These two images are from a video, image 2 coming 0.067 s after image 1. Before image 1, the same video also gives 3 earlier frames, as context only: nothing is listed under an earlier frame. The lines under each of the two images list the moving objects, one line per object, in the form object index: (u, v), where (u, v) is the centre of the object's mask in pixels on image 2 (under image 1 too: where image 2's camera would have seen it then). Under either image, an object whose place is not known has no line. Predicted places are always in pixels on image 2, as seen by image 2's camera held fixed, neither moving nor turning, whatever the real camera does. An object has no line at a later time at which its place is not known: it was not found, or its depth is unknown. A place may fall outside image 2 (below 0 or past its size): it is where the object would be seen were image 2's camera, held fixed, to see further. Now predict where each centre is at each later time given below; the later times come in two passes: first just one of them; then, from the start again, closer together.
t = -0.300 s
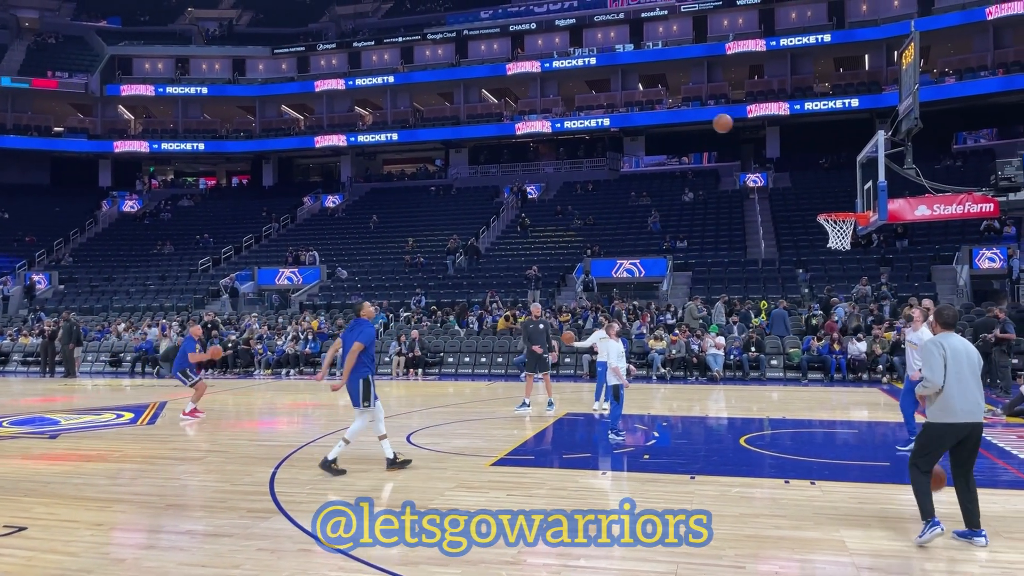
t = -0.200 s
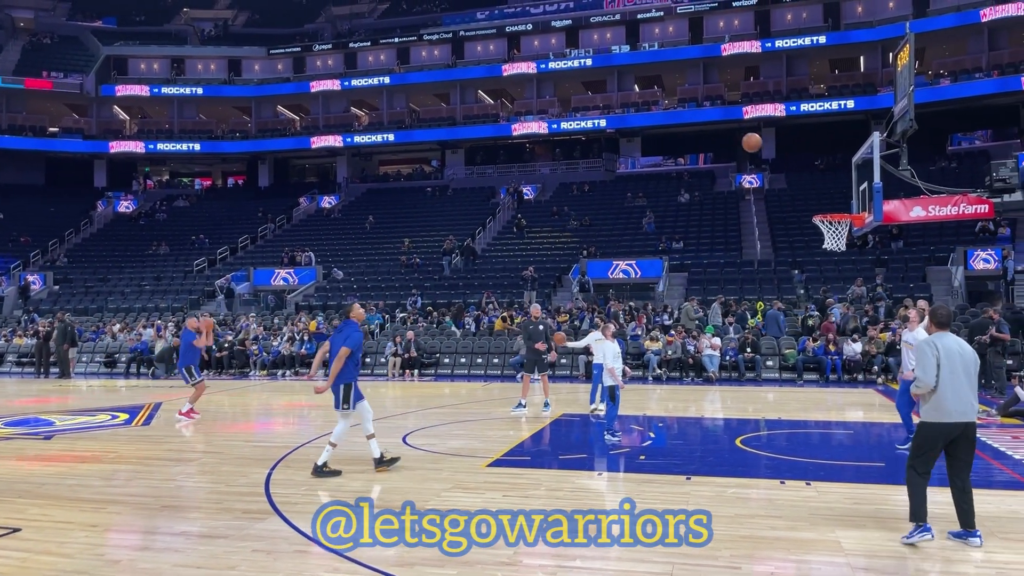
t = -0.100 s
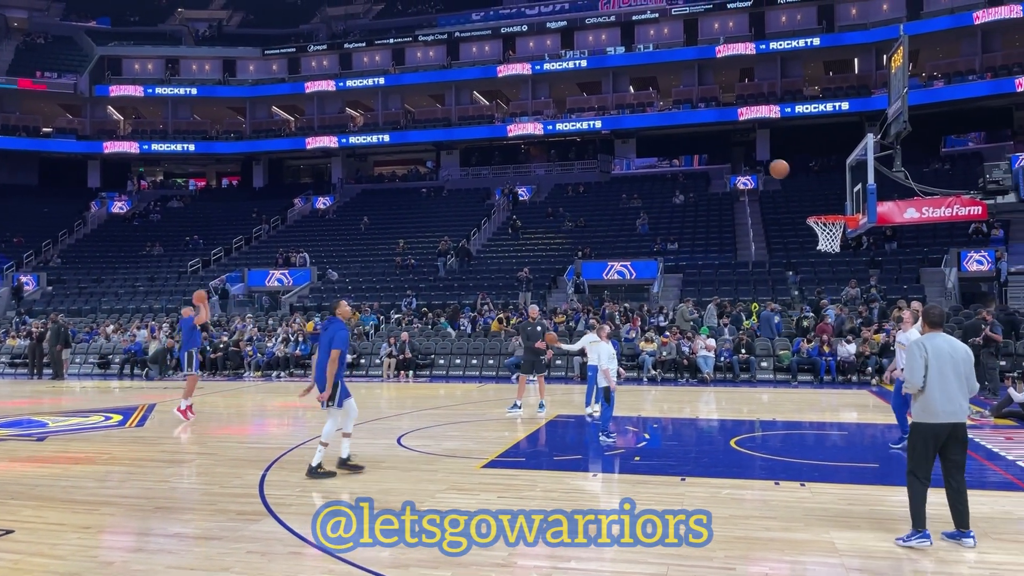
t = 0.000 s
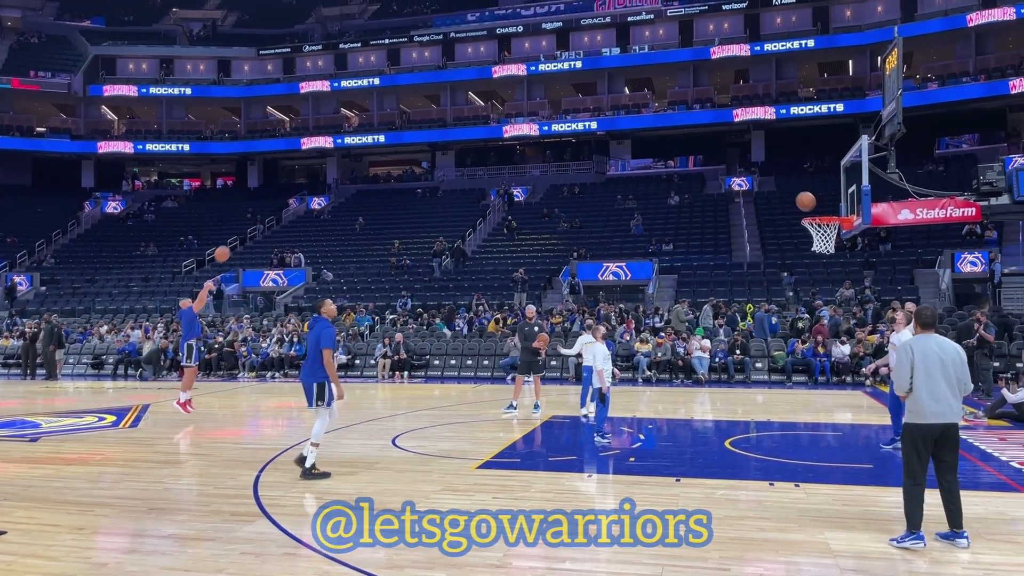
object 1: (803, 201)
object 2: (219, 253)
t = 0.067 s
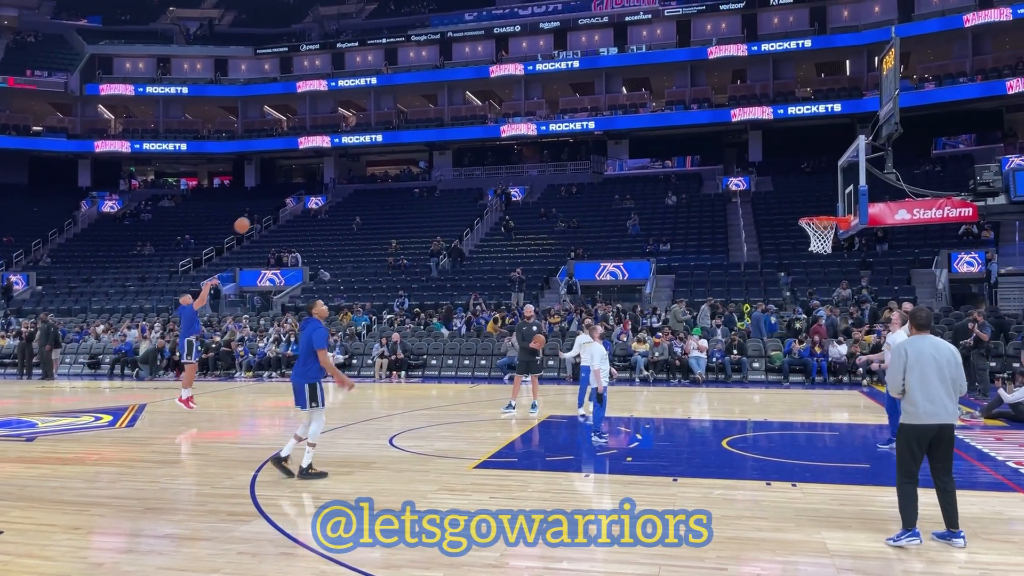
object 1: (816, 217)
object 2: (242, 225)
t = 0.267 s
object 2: (312, 154)
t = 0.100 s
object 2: (253, 212)
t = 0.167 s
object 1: (839, 247)
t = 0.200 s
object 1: (842, 253)
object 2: (288, 176)
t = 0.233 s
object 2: (300, 164)
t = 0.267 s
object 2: (312, 154)
